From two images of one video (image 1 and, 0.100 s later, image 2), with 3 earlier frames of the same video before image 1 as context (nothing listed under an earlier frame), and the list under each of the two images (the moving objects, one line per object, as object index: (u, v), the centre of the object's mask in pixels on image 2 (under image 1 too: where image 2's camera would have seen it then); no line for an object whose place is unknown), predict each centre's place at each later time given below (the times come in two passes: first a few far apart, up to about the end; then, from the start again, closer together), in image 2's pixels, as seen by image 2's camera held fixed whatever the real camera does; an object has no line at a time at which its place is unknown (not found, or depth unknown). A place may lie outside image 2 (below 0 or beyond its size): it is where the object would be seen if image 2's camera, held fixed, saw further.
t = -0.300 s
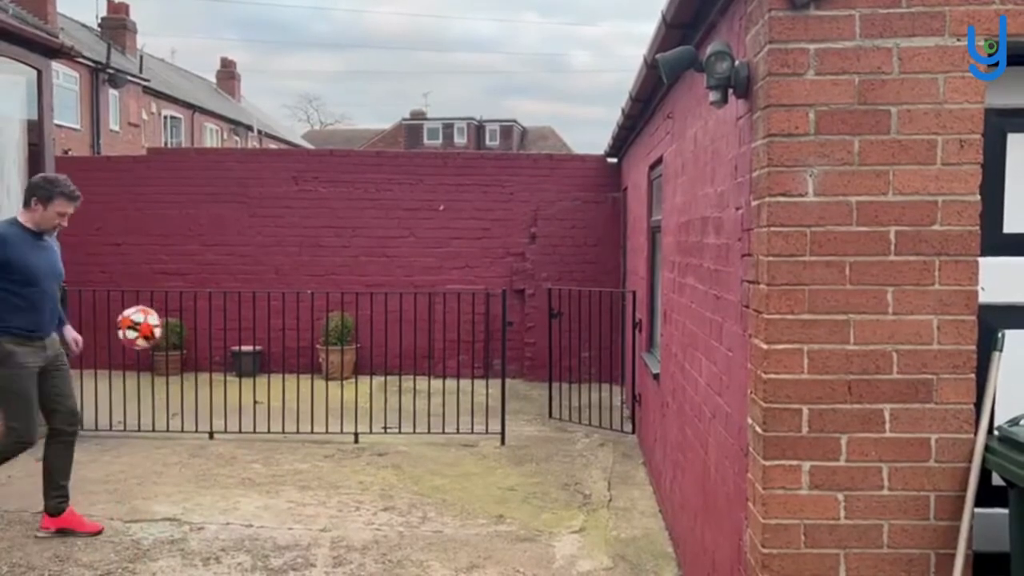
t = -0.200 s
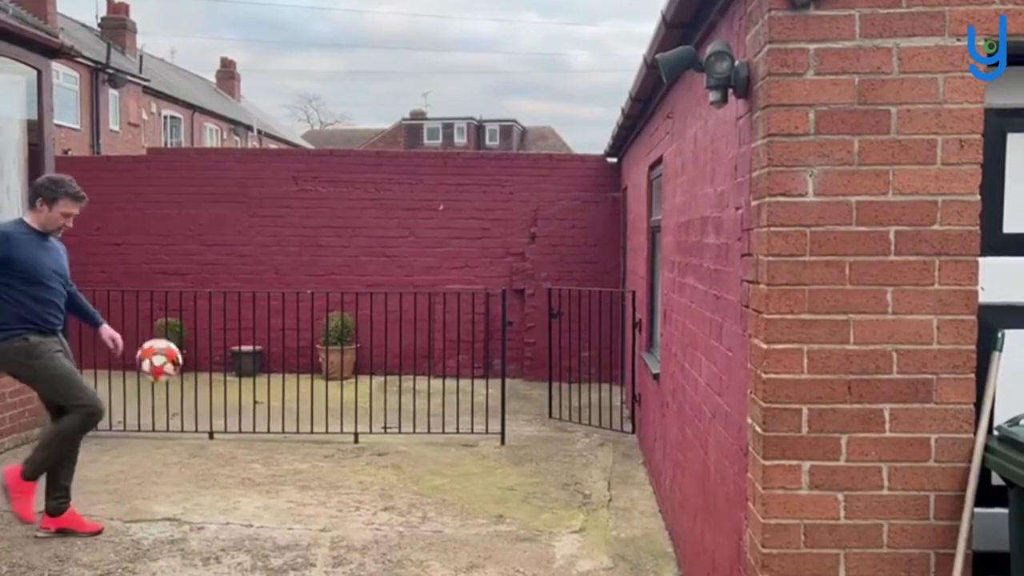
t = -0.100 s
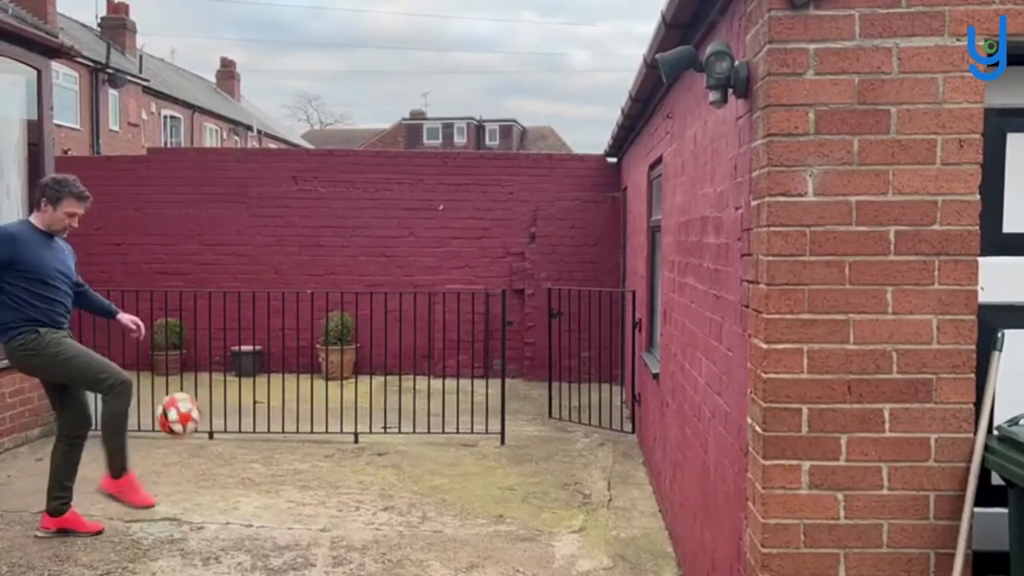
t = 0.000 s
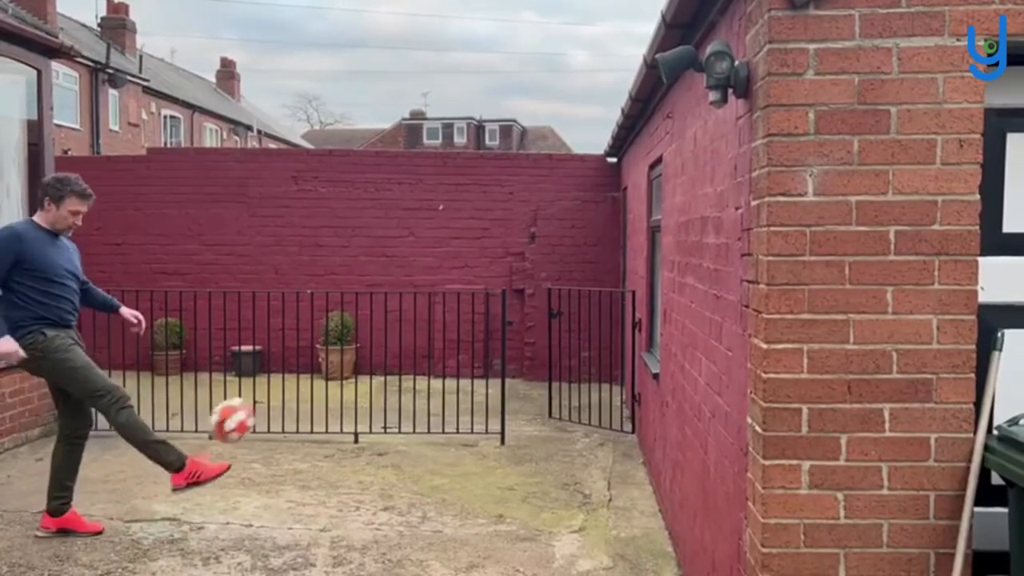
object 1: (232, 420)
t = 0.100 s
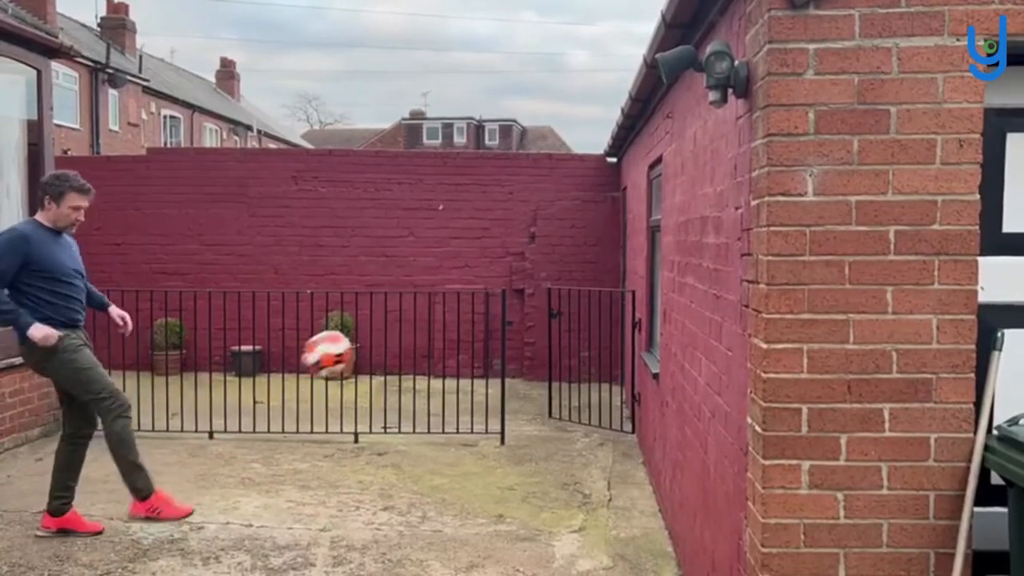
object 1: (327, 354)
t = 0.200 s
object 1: (425, 303)
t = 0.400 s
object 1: (633, 265)
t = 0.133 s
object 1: (359, 335)
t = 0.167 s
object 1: (392, 318)
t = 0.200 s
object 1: (425, 303)
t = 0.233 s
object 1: (459, 291)
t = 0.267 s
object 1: (492, 281)
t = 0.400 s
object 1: (633, 265)
